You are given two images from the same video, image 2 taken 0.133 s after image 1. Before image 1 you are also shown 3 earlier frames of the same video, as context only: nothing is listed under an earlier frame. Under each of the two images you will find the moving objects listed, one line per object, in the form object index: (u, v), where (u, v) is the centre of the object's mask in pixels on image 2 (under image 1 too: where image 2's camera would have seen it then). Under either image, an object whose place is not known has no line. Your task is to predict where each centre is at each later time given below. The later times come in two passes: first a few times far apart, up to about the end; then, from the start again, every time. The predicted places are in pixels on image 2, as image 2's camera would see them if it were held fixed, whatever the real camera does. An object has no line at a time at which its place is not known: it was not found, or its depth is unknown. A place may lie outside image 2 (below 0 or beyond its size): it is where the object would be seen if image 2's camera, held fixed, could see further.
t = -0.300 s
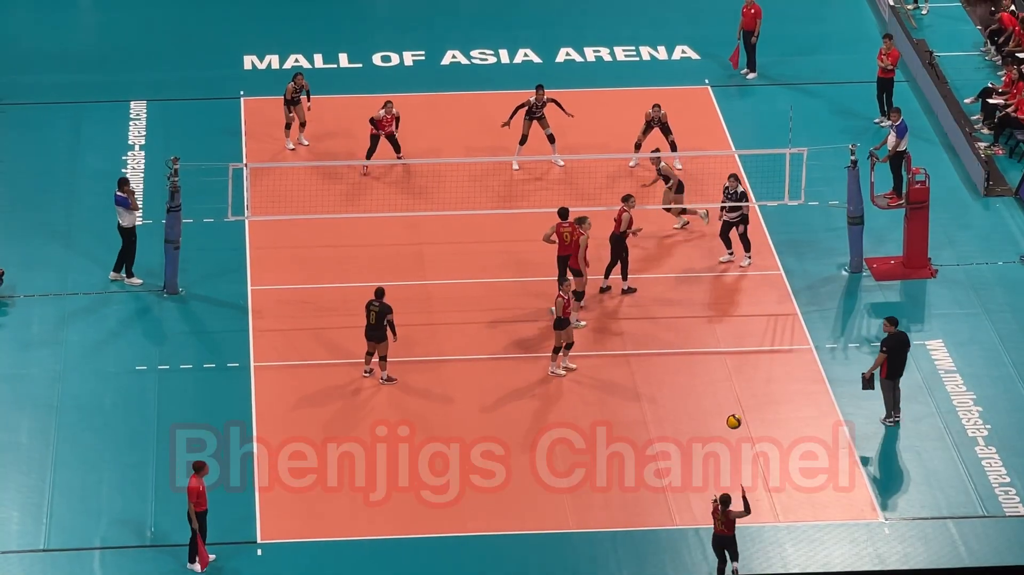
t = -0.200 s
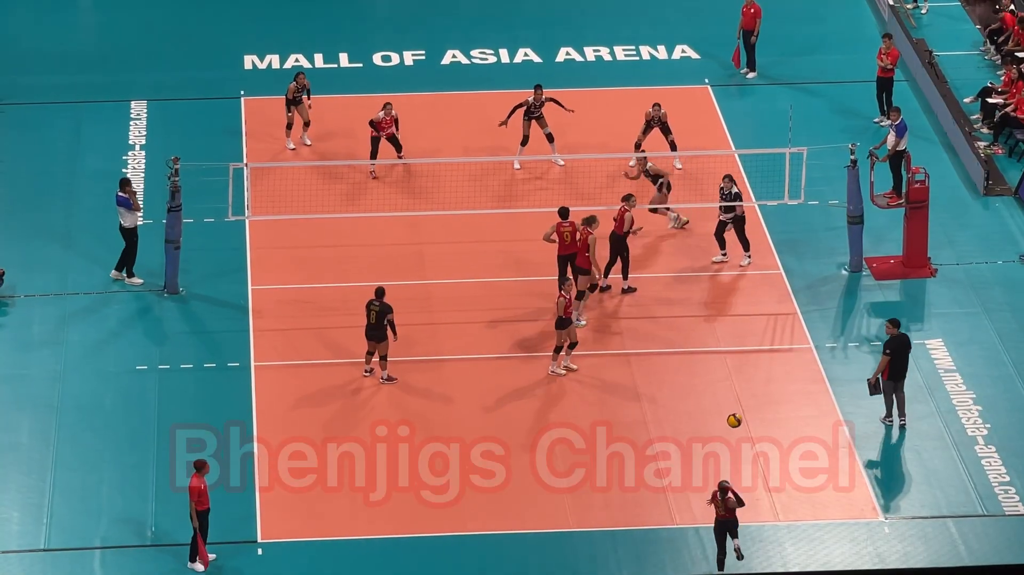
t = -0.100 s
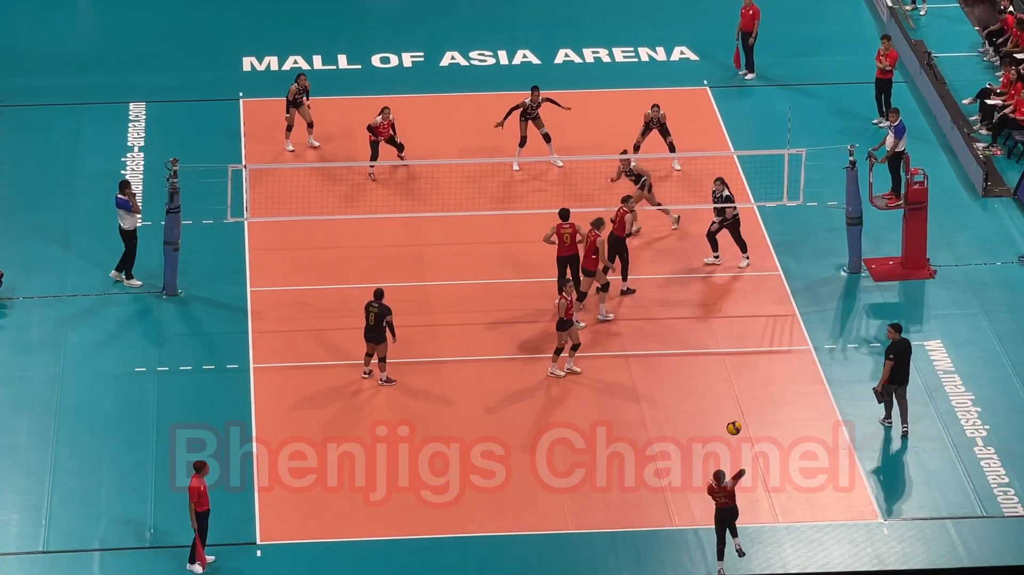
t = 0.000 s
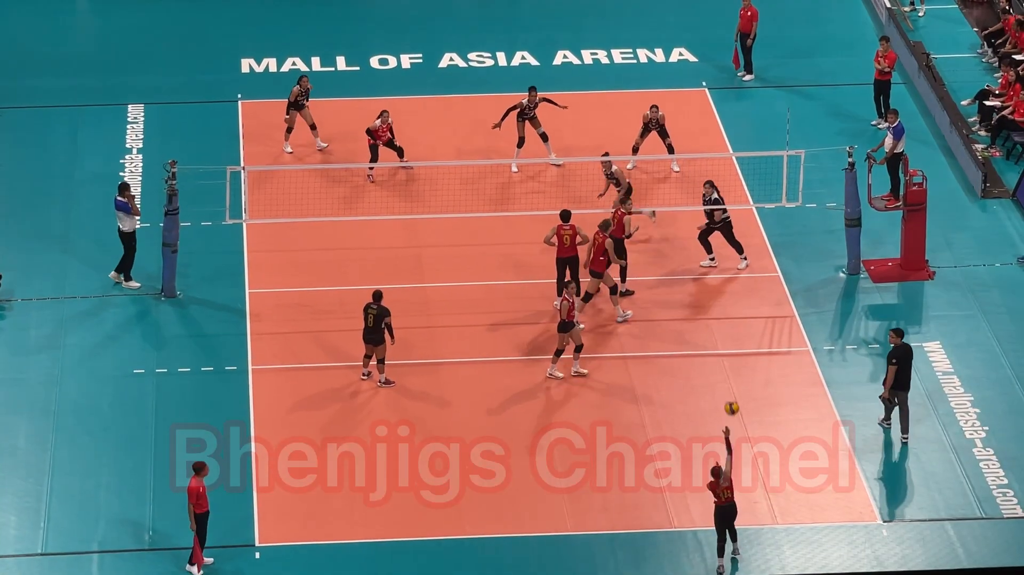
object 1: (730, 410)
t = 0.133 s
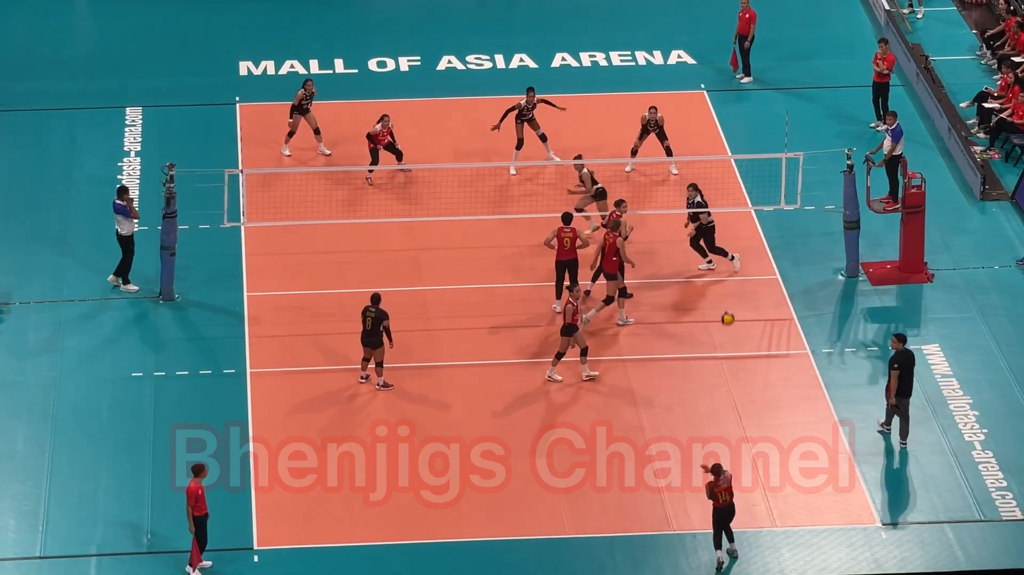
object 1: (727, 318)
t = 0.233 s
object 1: (724, 260)
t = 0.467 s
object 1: (720, 159)
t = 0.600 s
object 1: (716, 123)
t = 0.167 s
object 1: (726, 298)
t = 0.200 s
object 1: (725, 278)
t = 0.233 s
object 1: (724, 260)
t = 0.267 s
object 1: (724, 242)
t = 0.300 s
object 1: (724, 226)
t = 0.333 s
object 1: (723, 211)
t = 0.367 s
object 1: (722, 197)
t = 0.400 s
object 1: (721, 183)
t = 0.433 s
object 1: (721, 171)
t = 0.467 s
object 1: (720, 159)
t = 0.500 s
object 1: (719, 149)
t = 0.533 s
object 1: (718, 139)
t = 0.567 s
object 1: (717, 131)
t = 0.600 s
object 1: (716, 123)
